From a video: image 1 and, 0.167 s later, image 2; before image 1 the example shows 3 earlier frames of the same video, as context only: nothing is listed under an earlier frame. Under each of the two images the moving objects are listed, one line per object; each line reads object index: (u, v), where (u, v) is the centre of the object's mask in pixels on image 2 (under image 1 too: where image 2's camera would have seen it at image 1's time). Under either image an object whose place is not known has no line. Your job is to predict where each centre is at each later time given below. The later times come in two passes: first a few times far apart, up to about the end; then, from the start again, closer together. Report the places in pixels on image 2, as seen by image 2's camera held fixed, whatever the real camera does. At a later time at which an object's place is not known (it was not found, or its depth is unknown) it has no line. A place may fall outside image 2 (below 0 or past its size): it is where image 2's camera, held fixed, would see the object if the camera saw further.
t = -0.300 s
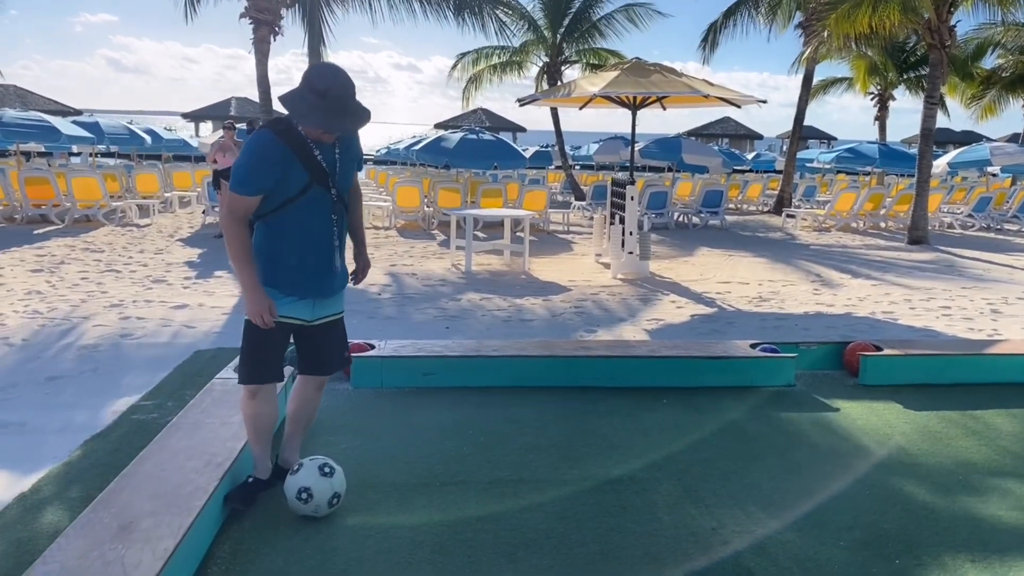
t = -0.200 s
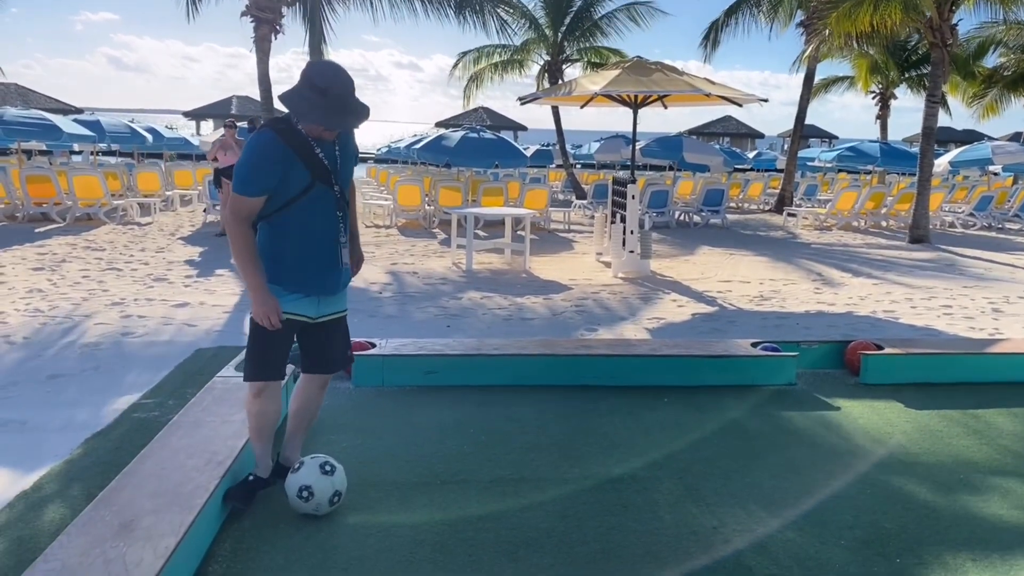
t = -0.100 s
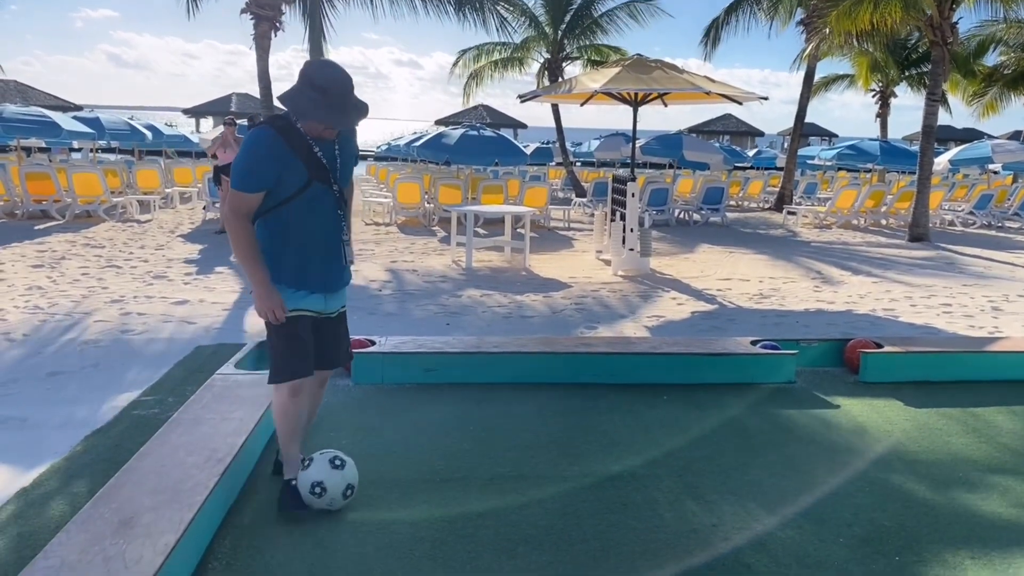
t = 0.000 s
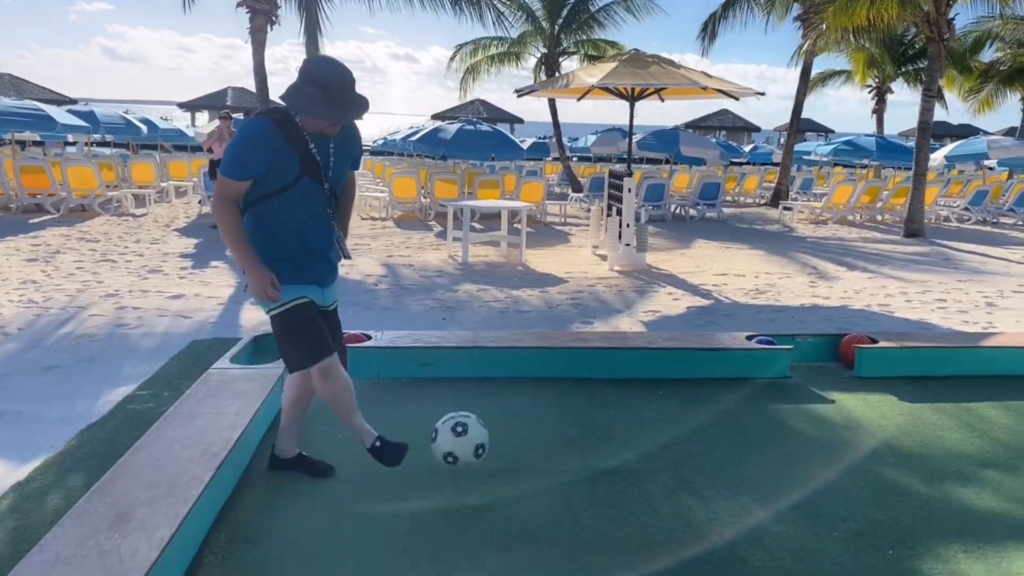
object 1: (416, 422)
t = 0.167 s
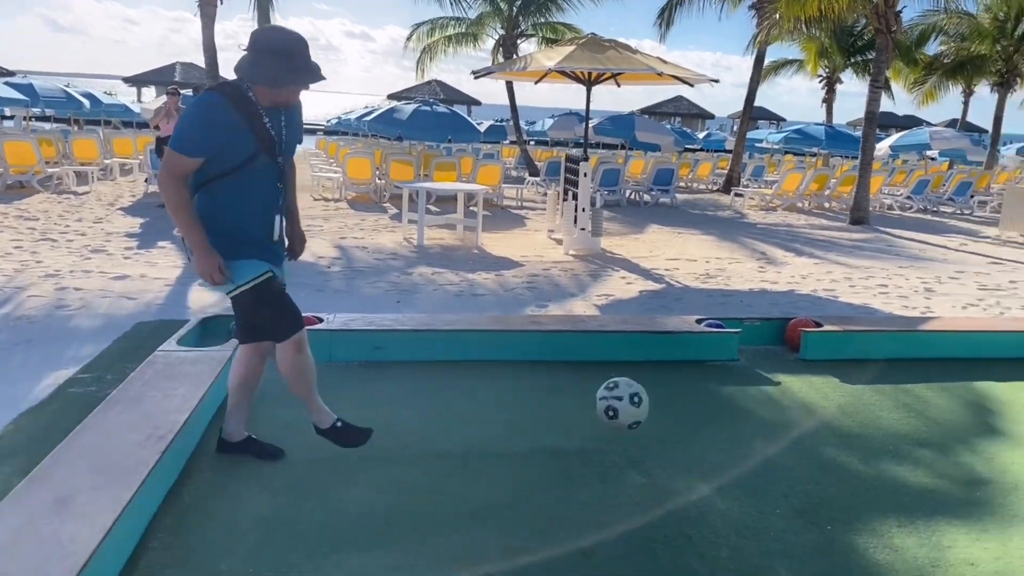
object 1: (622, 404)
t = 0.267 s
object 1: (727, 423)
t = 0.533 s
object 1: (904, 404)
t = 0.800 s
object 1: (1025, 393)
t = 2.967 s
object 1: (988, 348)
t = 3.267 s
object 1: (960, 347)
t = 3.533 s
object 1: (947, 350)
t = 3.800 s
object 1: (937, 352)
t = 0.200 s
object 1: (659, 408)
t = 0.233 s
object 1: (693, 414)
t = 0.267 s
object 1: (727, 423)
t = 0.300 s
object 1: (755, 421)
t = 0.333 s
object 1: (780, 412)
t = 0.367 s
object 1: (804, 405)
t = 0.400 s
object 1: (825, 401)
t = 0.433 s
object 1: (845, 399)
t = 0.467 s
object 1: (866, 398)
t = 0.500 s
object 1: (885, 400)
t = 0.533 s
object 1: (904, 404)
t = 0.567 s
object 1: (922, 410)
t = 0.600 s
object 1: (939, 404)
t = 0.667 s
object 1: (970, 398)
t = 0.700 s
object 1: (985, 399)
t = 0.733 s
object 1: (997, 400)
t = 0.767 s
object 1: (1011, 396)
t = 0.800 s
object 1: (1025, 393)
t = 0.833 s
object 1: (1039, 391)
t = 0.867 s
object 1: (1052, 392)
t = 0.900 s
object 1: (1065, 391)
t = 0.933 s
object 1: (1077, 389)
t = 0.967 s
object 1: (1089, 388)
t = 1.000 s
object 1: (1102, 386)
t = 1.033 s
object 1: (1113, 384)
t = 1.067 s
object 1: (1126, 384)
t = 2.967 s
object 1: (988, 348)
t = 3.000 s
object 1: (984, 348)
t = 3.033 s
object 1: (981, 348)
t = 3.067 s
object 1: (977, 347)
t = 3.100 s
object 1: (972, 347)
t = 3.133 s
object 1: (968, 347)
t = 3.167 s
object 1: (964, 347)
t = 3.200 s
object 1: (964, 347)
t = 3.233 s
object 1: (962, 347)
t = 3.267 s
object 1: (960, 347)
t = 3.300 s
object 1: (958, 347)
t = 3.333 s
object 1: (956, 348)
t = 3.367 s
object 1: (954, 348)
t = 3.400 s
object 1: (953, 349)
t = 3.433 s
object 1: (951, 349)
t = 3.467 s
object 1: (951, 349)
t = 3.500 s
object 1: (949, 349)
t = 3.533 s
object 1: (947, 350)
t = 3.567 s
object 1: (946, 350)
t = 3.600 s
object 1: (944, 350)
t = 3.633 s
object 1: (943, 351)
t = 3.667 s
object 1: (942, 351)
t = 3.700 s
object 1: (940, 351)
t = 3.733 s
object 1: (939, 351)
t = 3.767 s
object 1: (937, 351)
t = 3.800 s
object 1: (937, 352)
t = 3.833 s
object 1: (935, 352)
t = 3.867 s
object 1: (934, 352)
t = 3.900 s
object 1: (933, 353)
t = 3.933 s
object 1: (931, 353)
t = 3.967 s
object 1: (930, 354)
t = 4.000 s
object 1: (929, 354)
